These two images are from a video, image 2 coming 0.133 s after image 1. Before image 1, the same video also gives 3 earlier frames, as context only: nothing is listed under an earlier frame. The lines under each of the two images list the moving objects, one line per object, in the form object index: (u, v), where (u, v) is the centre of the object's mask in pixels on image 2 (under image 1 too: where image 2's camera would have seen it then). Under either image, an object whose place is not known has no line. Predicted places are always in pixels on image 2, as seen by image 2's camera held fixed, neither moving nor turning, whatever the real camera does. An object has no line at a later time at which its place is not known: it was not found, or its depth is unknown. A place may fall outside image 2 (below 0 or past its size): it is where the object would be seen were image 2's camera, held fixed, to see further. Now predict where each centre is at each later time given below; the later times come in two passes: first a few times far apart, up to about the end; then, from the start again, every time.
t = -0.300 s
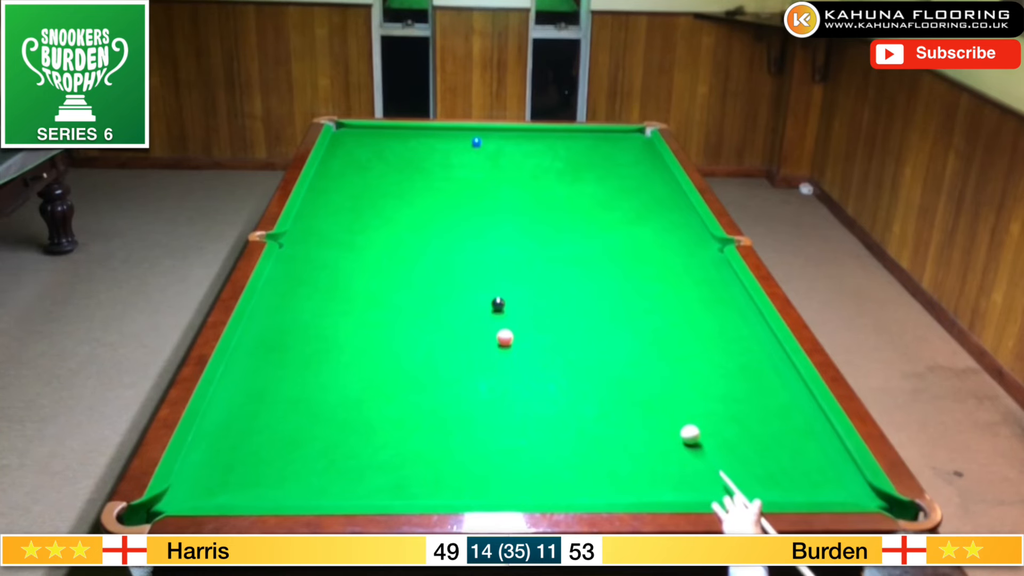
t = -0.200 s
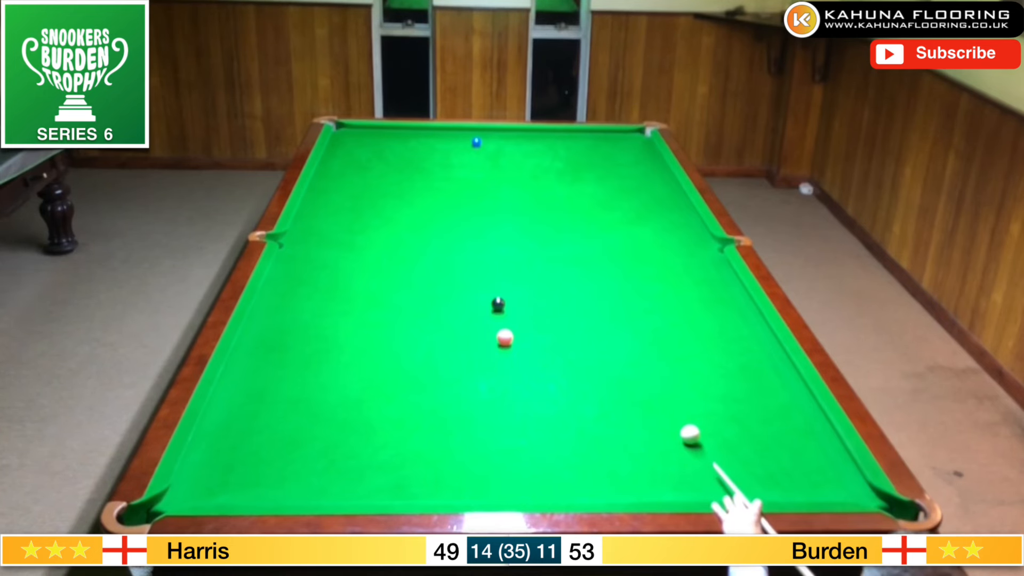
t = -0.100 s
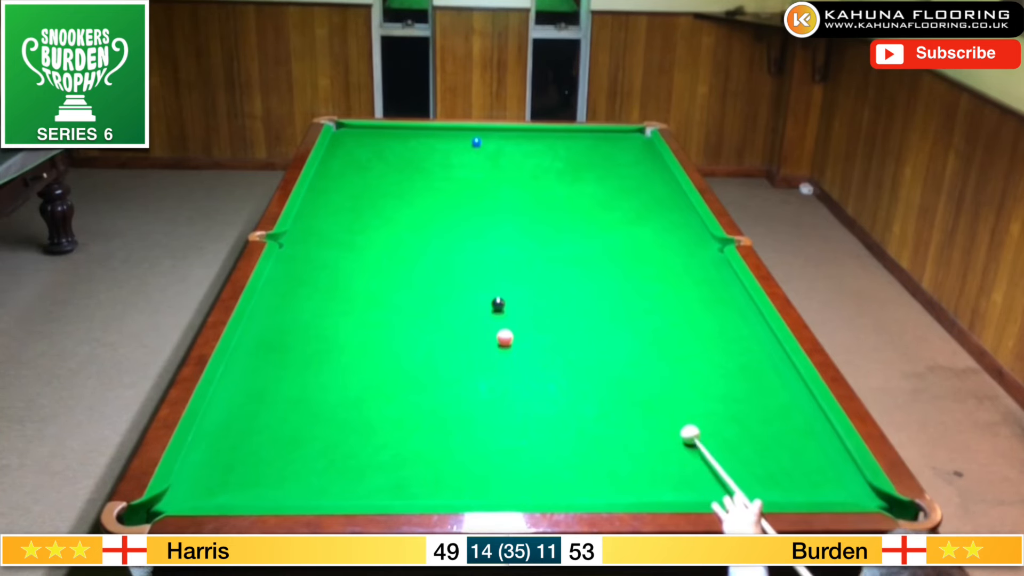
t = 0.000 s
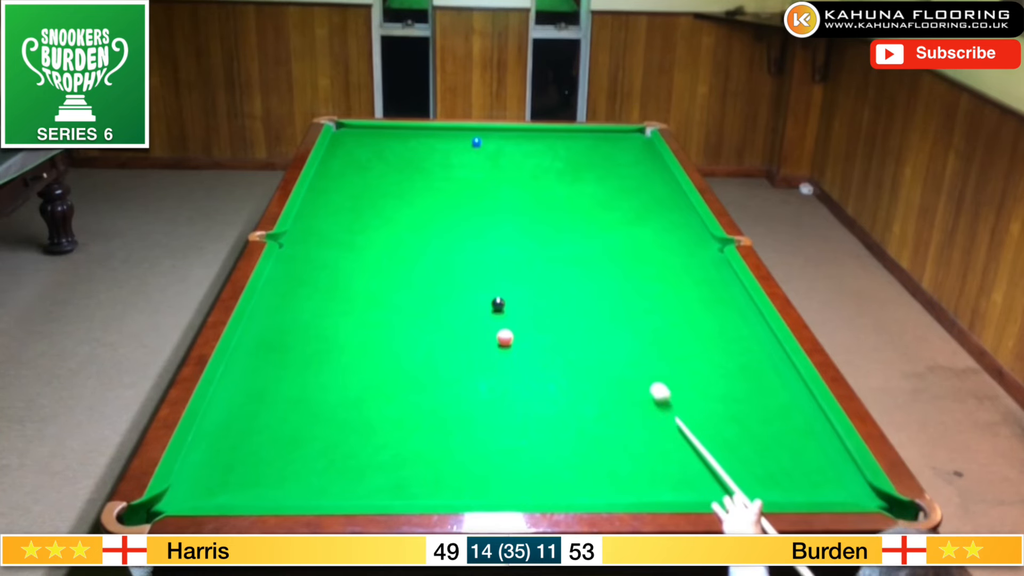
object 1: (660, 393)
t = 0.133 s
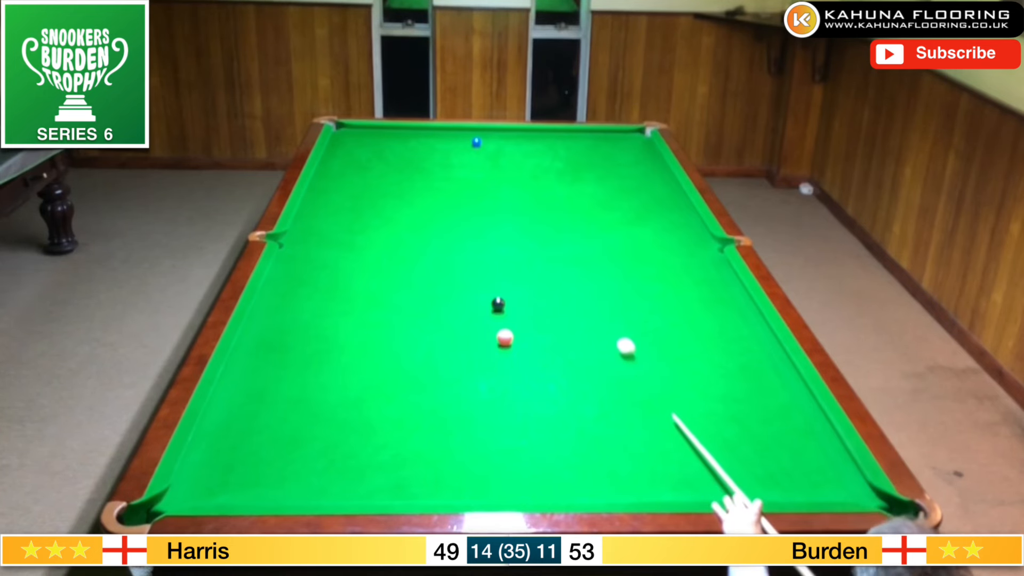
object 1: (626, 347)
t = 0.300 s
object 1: (594, 304)
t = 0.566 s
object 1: (555, 250)
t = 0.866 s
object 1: (520, 203)
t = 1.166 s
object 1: (493, 166)
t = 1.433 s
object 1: (476, 144)
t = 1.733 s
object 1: (466, 138)
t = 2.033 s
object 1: (446, 144)
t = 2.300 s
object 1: (430, 148)
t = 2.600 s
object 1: (414, 153)
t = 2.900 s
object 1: (400, 157)
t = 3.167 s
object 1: (388, 160)
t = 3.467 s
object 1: (375, 163)
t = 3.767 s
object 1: (365, 166)
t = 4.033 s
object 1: (357, 169)
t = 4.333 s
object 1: (349, 171)
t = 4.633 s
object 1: (344, 173)
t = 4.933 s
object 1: (340, 174)
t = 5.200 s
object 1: (339, 175)
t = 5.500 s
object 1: (338, 176)
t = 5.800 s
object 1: (338, 176)
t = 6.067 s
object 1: (338, 176)
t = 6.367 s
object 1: (338, 176)
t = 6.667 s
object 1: (338, 176)
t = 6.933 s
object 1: (338, 176)
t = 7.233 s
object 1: (338, 176)
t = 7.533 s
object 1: (338, 176)
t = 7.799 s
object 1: (338, 176)
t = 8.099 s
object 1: (338, 176)
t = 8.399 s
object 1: (338, 176)
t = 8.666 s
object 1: (338, 176)
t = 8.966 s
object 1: (338, 176)
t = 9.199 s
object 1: (338, 176)
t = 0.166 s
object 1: (619, 337)
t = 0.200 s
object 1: (613, 329)
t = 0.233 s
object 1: (606, 320)
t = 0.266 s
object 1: (600, 312)
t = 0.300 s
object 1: (594, 304)
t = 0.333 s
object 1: (589, 297)
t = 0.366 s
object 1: (584, 289)
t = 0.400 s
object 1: (578, 282)
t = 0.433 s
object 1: (573, 275)
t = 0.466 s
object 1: (568, 269)
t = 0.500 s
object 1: (564, 262)
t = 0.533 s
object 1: (559, 256)
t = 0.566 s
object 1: (555, 250)
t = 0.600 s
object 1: (550, 244)
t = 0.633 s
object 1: (546, 239)
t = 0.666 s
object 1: (542, 233)
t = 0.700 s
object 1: (538, 228)
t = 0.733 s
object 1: (534, 223)
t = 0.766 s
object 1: (531, 218)
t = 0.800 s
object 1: (527, 213)
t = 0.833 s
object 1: (524, 208)
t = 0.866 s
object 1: (520, 203)
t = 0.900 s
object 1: (517, 199)
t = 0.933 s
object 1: (514, 194)
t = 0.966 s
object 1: (511, 190)
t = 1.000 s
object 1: (507, 186)
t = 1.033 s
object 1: (505, 182)
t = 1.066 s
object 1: (502, 178)
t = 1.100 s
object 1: (499, 174)
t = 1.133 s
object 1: (496, 170)
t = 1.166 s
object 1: (493, 166)
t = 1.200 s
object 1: (491, 163)
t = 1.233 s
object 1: (488, 159)
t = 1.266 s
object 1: (486, 156)
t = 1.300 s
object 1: (483, 152)
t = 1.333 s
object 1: (481, 149)
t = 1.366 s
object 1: (478, 146)
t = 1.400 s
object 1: (477, 144)
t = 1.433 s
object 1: (476, 144)
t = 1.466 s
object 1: (475, 144)
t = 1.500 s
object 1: (474, 143)
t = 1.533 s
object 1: (473, 142)
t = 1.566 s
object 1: (471, 142)
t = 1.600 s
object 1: (470, 141)
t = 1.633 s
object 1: (469, 140)
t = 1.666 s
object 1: (468, 140)
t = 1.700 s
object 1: (467, 139)
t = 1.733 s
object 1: (466, 138)
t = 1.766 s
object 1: (463, 139)
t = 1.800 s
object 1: (461, 140)
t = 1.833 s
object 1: (458, 141)
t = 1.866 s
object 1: (456, 141)
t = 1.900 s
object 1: (454, 142)
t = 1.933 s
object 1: (452, 143)
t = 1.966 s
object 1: (450, 143)
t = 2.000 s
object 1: (448, 144)
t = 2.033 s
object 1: (446, 144)
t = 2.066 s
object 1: (444, 145)
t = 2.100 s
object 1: (442, 145)
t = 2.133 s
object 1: (440, 146)
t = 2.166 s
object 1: (438, 146)
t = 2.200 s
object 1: (436, 147)
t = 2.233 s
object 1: (435, 147)
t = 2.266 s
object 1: (432, 148)
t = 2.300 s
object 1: (430, 148)
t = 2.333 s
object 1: (429, 149)
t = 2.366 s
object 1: (427, 149)
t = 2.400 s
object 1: (425, 150)
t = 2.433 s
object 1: (423, 150)
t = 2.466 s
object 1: (422, 151)
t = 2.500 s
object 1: (420, 151)
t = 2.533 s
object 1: (418, 152)
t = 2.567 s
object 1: (416, 152)
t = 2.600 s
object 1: (414, 153)
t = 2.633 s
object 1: (413, 153)
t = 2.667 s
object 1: (411, 154)
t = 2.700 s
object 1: (409, 154)
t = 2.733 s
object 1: (408, 154)
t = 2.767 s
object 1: (406, 155)
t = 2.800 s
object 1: (404, 155)
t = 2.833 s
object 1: (403, 156)
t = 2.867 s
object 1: (401, 156)
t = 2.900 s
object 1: (400, 157)
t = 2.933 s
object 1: (398, 157)
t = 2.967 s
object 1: (396, 157)
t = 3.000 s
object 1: (395, 158)
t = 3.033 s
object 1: (394, 158)
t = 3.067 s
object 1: (392, 159)
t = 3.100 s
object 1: (390, 159)
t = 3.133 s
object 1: (389, 160)
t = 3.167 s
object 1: (388, 160)
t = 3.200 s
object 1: (386, 160)
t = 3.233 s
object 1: (385, 161)
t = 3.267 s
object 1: (384, 161)
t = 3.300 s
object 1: (382, 162)
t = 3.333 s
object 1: (381, 162)
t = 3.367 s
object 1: (379, 162)
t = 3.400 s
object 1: (378, 163)
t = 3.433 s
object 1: (377, 163)
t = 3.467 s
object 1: (375, 163)
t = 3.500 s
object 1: (374, 164)
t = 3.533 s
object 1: (373, 164)
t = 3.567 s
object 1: (372, 165)
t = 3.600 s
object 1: (371, 165)
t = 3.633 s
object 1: (369, 165)
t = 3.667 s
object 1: (368, 166)
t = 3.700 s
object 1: (367, 166)
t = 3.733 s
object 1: (366, 166)
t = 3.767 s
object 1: (365, 166)
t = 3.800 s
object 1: (363, 167)
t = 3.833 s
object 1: (363, 167)
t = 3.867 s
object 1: (362, 167)
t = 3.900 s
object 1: (360, 168)
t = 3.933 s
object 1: (359, 168)
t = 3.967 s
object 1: (358, 168)
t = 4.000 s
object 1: (357, 169)
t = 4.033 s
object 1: (357, 169)
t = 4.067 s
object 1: (356, 169)
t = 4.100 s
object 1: (355, 169)
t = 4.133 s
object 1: (354, 169)
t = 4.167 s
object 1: (353, 170)
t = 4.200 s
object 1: (352, 170)
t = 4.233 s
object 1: (351, 170)
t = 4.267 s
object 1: (351, 170)
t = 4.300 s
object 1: (350, 171)
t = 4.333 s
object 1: (349, 171)
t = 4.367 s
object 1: (349, 171)
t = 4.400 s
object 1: (348, 171)
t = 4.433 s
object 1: (347, 172)
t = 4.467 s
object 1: (346, 172)
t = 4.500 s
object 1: (346, 172)
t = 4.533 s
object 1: (345, 172)
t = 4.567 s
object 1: (345, 172)
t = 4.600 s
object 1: (344, 173)
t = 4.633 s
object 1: (344, 173)
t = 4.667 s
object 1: (343, 173)
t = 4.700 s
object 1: (343, 173)
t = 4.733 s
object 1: (342, 174)
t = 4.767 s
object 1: (342, 174)
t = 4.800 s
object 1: (342, 174)
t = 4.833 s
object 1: (341, 174)
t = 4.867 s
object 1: (341, 174)
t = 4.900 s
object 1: (341, 174)
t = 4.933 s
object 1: (340, 174)
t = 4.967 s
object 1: (340, 175)
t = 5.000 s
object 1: (340, 175)
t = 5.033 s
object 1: (340, 175)
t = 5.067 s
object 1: (339, 175)
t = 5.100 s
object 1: (339, 175)
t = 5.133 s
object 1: (339, 175)
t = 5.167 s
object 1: (339, 175)
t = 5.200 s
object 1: (339, 175)
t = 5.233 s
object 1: (338, 175)
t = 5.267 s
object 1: (338, 175)
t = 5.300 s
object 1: (338, 175)
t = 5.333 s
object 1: (338, 176)
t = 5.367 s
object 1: (338, 176)
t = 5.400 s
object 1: (338, 176)
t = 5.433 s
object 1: (338, 176)
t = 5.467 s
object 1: (338, 176)
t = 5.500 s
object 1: (338, 176)
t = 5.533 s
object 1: (338, 176)
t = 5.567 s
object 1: (338, 176)
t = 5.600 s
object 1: (338, 176)
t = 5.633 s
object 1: (338, 176)
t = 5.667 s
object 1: (338, 176)
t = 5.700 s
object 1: (338, 176)
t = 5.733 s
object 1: (338, 176)
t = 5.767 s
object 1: (338, 176)
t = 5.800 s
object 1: (338, 176)
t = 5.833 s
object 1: (338, 176)
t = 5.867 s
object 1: (338, 176)
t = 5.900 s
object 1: (338, 176)
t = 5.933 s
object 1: (338, 176)
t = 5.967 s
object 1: (338, 176)
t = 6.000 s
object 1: (338, 176)
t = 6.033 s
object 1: (338, 176)
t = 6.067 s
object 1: (338, 176)
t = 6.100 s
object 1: (338, 176)
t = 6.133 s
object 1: (338, 176)
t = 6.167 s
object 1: (338, 176)
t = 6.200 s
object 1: (338, 176)
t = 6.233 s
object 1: (338, 176)
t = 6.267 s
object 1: (338, 176)
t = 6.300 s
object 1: (338, 176)
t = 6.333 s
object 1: (338, 176)
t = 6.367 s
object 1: (338, 176)
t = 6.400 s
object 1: (338, 176)
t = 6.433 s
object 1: (338, 176)
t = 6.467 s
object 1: (338, 176)
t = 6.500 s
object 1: (338, 176)
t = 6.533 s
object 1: (338, 176)
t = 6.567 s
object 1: (338, 176)
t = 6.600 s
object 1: (338, 176)
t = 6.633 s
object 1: (338, 176)
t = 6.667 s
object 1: (338, 176)
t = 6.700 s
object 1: (338, 176)
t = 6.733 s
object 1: (338, 176)
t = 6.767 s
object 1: (338, 176)
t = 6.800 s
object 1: (338, 176)
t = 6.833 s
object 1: (338, 176)
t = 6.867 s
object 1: (338, 176)
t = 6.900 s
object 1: (338, 176)
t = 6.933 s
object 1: (338, 176)
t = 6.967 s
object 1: (338, 176)
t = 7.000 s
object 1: (338, 176)
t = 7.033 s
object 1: (338, 176)
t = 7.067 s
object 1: (338, 176)
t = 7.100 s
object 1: (338, 176)
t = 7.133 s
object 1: (338, 176)
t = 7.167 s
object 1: (338, 176)
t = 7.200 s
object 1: (338, 176)
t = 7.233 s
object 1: (338, 176)
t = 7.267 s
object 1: (338, 176)
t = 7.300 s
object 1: (338, 176)
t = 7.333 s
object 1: (338, 176)
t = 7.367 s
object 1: (338, 176)
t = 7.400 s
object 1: (338, 176)
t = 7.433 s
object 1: (338, 176)
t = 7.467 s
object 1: (338, 176)
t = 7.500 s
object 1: (338, 176)
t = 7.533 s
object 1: (338, 176)
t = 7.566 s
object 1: (338, 176)
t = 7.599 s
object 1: (338, 176)
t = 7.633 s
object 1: (338, 176)
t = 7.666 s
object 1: (338, 176)
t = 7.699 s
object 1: (338, 176)
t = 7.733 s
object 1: (338, 176)
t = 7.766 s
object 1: (338, 176)
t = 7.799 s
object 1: (338, 176)
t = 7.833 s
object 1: (338, 176)
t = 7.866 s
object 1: (338, 176)
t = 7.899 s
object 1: (338, 176)
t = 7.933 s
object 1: (338, 176)
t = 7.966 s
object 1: (338, 176)
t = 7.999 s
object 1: (338, 176)
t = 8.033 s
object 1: (338, 176)
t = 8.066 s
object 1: (338, 176)
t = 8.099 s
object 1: (338, 176)
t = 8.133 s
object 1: (338, 176)
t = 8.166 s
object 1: (338, 176)
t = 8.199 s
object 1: (338, 176)
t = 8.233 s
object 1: (338, 176)
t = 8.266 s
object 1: (338, 176)
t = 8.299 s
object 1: (338, 176)
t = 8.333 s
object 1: (338, 176)
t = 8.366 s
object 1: (338, 176)
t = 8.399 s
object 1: (338, 176)
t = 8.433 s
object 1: (338, 176)
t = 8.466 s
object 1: (338, 176)
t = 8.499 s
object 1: (338, 176)
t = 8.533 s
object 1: (338, 176)
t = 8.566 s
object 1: (338, 176)
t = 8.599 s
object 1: (338, 176)
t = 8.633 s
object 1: (338, 176)
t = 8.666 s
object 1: (338, 176)
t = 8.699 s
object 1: (338, 176)
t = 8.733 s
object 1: (338, 176)
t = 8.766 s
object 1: (338, 176)
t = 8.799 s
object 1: (338, 176)
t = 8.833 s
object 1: (338, 176)
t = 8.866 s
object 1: (338, 176)
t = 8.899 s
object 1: (338, 176)
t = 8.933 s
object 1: (338, 176)
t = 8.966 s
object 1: (338, 176)
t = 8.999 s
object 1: (338, 176)
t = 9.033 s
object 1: (338, 176)
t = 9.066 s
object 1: (338, 176)
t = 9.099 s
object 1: (338, 176)
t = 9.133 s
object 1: (338, 176)
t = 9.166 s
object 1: (338, 176)
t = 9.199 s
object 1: (338, 176)
